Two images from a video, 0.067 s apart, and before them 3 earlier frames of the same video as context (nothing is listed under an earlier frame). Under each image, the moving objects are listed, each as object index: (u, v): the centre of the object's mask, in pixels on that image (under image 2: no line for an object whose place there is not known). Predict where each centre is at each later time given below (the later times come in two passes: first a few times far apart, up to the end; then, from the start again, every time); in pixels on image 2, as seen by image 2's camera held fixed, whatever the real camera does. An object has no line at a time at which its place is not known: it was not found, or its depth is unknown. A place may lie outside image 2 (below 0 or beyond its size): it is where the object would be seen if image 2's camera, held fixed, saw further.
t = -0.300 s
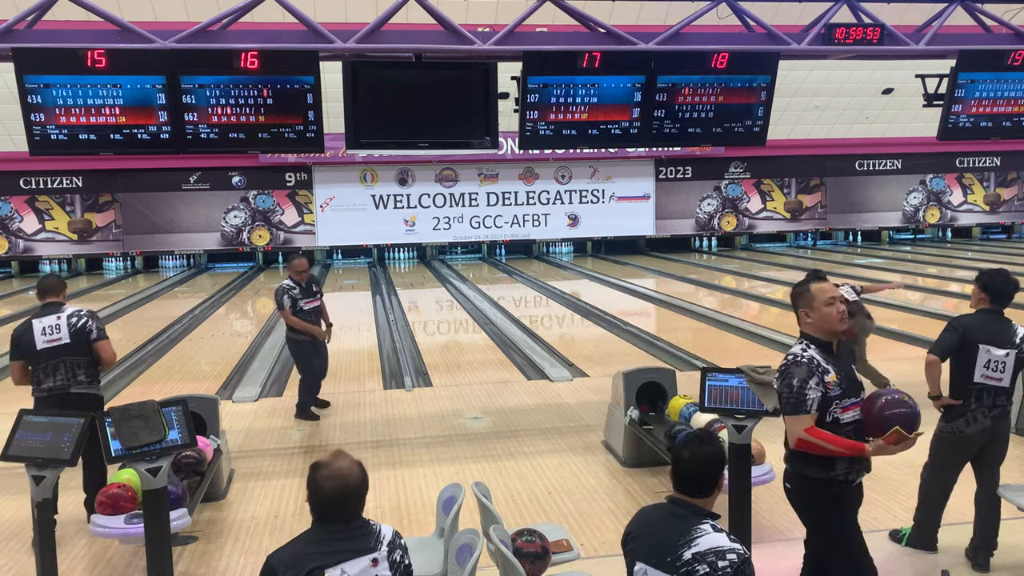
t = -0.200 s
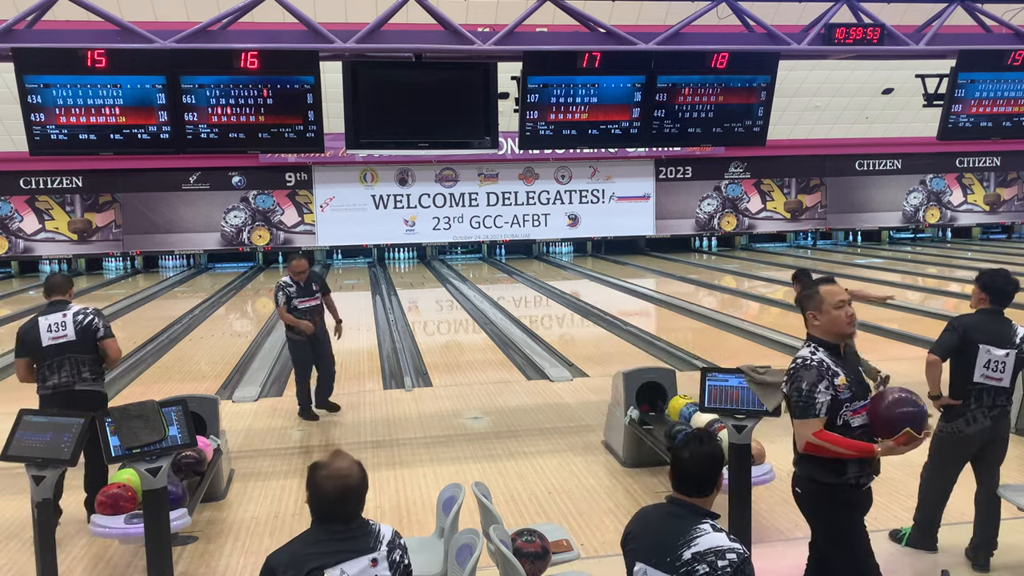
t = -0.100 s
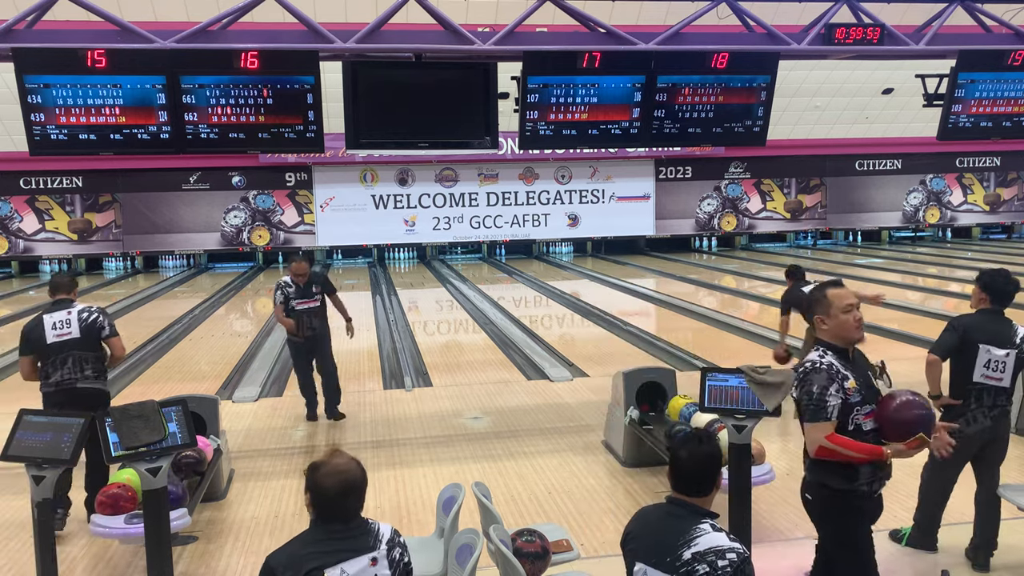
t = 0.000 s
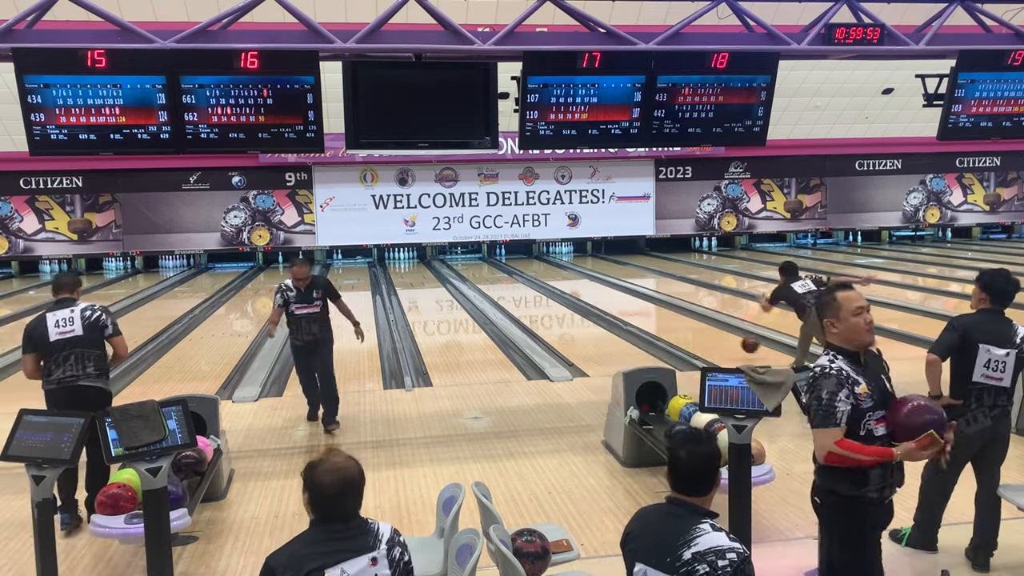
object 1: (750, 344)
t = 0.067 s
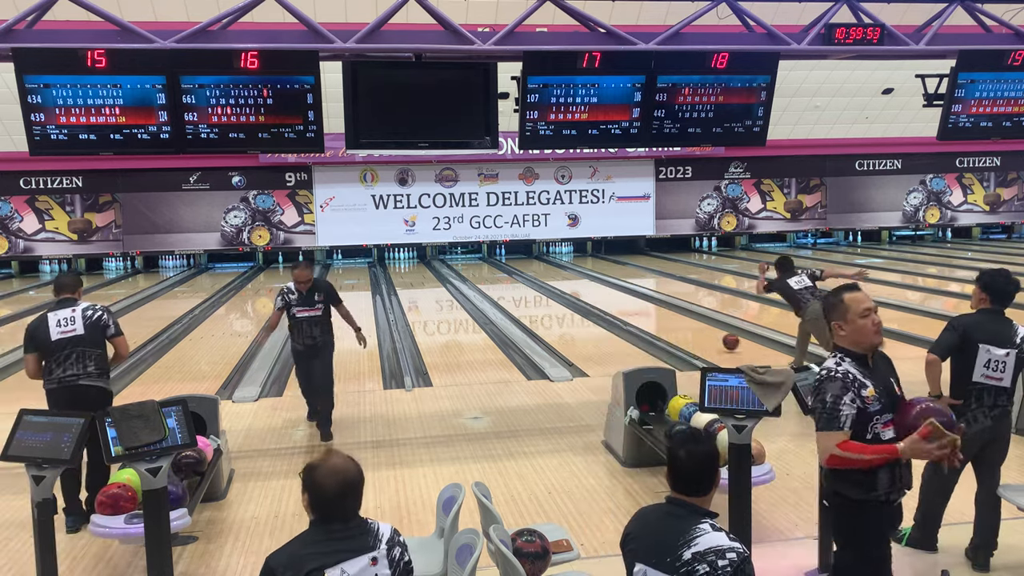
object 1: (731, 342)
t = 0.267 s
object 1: (683, 325)
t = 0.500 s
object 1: (642, 308)
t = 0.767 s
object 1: (606, 294)
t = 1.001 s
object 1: (581, 284)
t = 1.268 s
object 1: (559, 276)
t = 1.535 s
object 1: (541, 268)
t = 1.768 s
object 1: (528, 262)
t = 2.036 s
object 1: (518, 258)
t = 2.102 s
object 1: (515, 258)
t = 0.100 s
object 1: (722, 340)
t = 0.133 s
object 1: (713, 336)
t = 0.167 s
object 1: (705, 333)
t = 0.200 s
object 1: (698, 331)
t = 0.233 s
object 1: (690, 328)
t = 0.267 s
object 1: (683, 325)
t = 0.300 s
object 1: (677, 322)
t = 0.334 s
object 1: (670, 320)
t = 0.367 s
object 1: (664, 317)
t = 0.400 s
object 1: (660, 314)
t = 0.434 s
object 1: (653, 312)
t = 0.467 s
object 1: (648, 310)
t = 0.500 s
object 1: (642, 308)
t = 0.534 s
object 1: (637, 306)
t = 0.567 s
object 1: (632, 304)
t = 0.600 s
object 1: (627, 303)
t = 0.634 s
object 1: (622, 301)
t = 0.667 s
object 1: (618, 299)
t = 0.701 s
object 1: (614, 297)
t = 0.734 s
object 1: (610, 296)
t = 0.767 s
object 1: (606, 294)
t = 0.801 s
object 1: (602, 293)
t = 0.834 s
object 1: (598, 291)
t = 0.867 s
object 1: (595, 290)
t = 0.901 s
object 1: (591, 288)
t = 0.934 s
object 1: (588, 287)
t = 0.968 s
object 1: (585, 286)
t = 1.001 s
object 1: (581, 284)
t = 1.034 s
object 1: (578, 283)
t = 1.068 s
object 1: (575, 282)
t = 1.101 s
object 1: (573, 281)
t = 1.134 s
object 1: (569, 280)
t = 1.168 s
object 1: (567, 279)
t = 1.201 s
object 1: (564, 278)
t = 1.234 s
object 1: (562, 277)
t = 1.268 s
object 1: (559, 276)
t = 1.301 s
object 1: (556, 275)
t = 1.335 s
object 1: (554, 274)
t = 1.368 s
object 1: (552, 273)
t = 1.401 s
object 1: (549, 271)
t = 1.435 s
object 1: (547, 271)
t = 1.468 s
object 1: (545, 269)
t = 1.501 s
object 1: (543, 269)
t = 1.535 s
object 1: (541, 268)
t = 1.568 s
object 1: (539, 267)
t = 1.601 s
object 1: (537, 266)
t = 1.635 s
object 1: (536, 266)
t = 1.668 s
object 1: (533, 265)
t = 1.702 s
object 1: (532, 264)
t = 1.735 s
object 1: (530, 263)
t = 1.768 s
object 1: (528, 262)
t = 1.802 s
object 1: (527, 262)
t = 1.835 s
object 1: (525, 261)
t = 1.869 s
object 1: (524, 260)
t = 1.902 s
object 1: (523, 260)
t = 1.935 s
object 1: (521, 260)
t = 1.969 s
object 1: (520, 259)
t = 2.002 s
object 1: (519, 259)
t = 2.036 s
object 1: (518, 258)
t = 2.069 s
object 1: (516, 258)
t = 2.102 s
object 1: (515, 258)
